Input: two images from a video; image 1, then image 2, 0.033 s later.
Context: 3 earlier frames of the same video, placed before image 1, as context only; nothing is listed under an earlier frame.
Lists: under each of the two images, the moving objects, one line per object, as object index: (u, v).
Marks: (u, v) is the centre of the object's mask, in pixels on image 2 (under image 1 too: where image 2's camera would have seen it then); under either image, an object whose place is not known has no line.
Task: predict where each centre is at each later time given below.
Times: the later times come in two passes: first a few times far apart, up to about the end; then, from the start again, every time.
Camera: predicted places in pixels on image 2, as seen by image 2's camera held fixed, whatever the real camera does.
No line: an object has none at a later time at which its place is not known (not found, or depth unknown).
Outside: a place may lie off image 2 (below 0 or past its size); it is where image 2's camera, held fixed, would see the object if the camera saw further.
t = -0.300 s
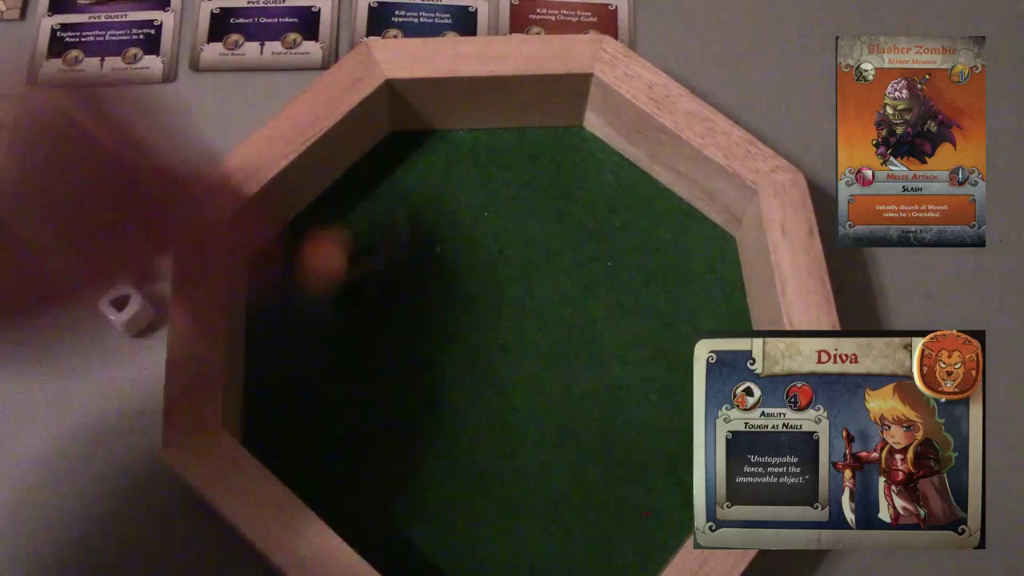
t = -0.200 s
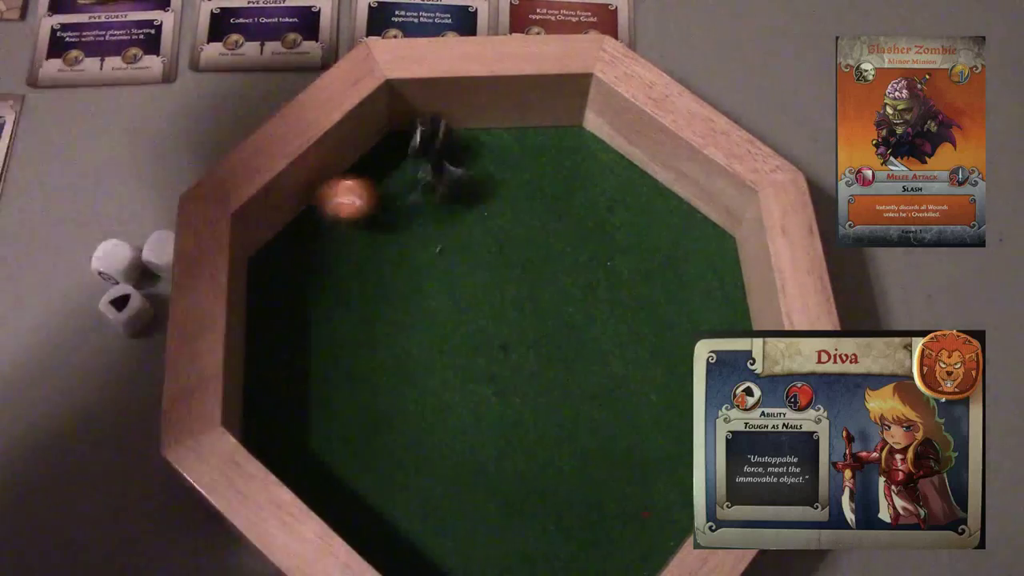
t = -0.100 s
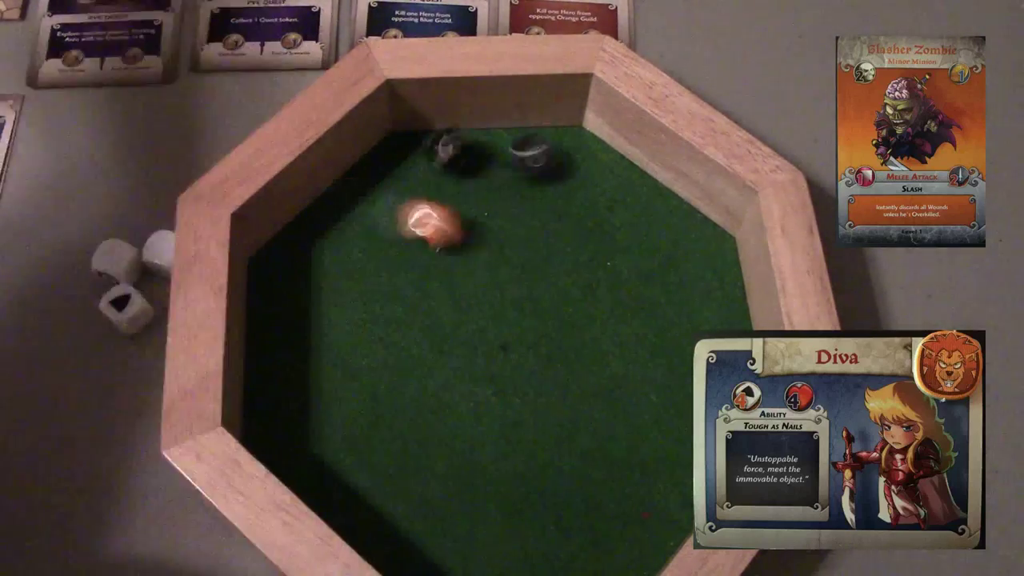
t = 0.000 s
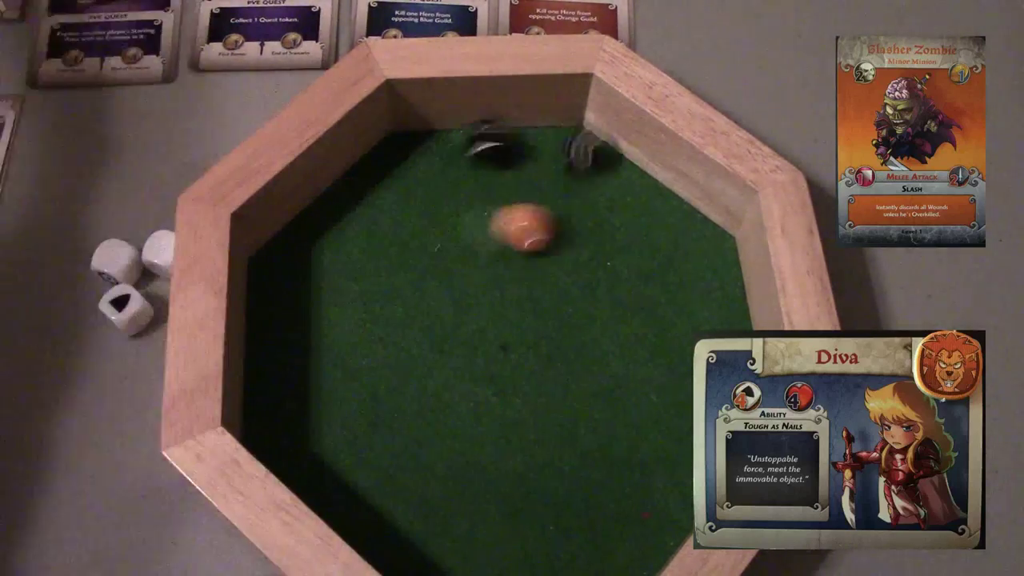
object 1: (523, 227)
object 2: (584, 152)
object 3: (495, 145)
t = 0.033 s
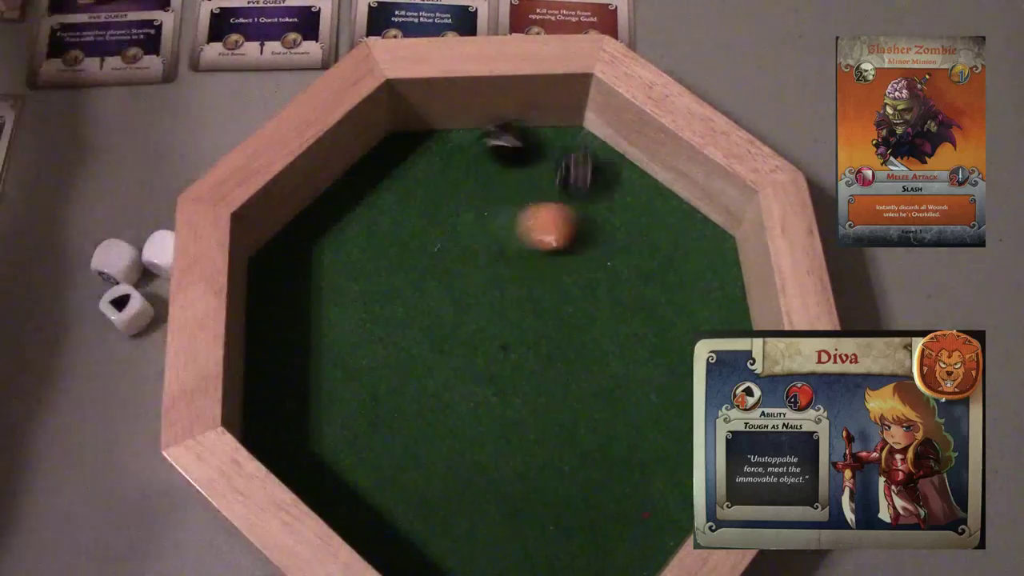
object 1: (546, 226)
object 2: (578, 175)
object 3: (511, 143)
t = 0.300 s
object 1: (714, 239)
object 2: (574, 204)
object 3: (585, 147)
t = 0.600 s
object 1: (707, 288)
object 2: (574, 204)
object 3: (585, 146)
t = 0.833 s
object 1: (707, 288)
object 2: (574, 204)
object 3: (585, 146)
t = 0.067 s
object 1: (572, 227)
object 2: (576, 186)
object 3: (523, 138)
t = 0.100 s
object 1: (604, 233)
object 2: (572, 197)
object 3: (538, 136)
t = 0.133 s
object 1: (628, 232)
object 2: (577, 205)
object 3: (553, 139)
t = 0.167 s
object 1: (649, 230)
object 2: (573, 204)
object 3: (566, 142)
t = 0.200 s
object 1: (667, 229)
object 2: (574, 204)
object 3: (576, 146)
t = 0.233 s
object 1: (684, 229)
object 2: (574, 204)
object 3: (584, 148)
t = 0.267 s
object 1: (700, 234)
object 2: (574, 204)
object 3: (585, 147)
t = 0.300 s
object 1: (714, 239)
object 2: (574, 204)
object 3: (585, 147)
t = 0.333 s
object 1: (717, 246)
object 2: (574, 204)
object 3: (585, 146)
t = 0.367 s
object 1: (713, 252)
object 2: (574, 204)
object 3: (585, 147)
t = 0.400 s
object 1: (709, 258)
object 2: (574, 204)
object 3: (585, 147)
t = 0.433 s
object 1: (705, 266)
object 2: (574, 204)
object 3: (585, 146)
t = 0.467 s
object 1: (699, 273)
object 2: (574, 204)
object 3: (585, 146)
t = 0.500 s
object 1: (697, 280)
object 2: (574, 204)
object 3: (585, 146)
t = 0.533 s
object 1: (701, 285)
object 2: (574, 204)
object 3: (585, 146)
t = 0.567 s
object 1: (706, 288)
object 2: (574, 204)
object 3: (585, 147)
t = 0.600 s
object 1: (707, 288)
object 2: (574, 204)
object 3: (585, 146)
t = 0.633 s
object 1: (707, 288)
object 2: (574, 204)
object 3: (585, 146)
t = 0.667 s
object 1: (707, 288)
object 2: (574, 204)
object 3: (585, 146)
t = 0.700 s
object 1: (707, 288)
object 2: (574, 204)
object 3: (585, 146)
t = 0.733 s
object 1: (707, 288)
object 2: (574, 204)
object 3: (585, 146)
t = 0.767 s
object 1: (707, 288)
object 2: (574, 204)
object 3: (585, 146)
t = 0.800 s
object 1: (707, 288)
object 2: (574, 204)
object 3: (585, 146)
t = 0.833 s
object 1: (707, 288)
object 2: (574, 204)
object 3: (585, 146)
